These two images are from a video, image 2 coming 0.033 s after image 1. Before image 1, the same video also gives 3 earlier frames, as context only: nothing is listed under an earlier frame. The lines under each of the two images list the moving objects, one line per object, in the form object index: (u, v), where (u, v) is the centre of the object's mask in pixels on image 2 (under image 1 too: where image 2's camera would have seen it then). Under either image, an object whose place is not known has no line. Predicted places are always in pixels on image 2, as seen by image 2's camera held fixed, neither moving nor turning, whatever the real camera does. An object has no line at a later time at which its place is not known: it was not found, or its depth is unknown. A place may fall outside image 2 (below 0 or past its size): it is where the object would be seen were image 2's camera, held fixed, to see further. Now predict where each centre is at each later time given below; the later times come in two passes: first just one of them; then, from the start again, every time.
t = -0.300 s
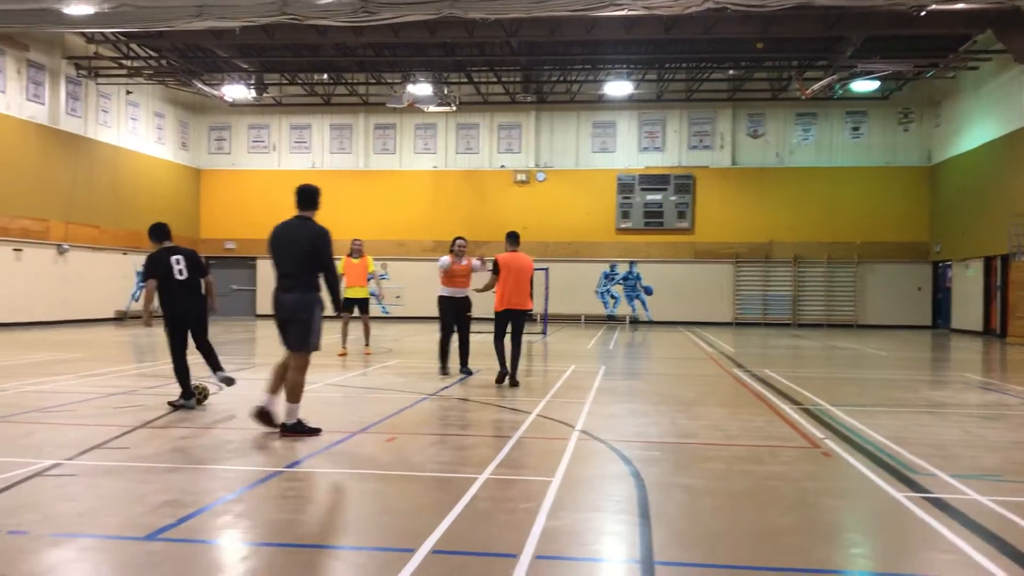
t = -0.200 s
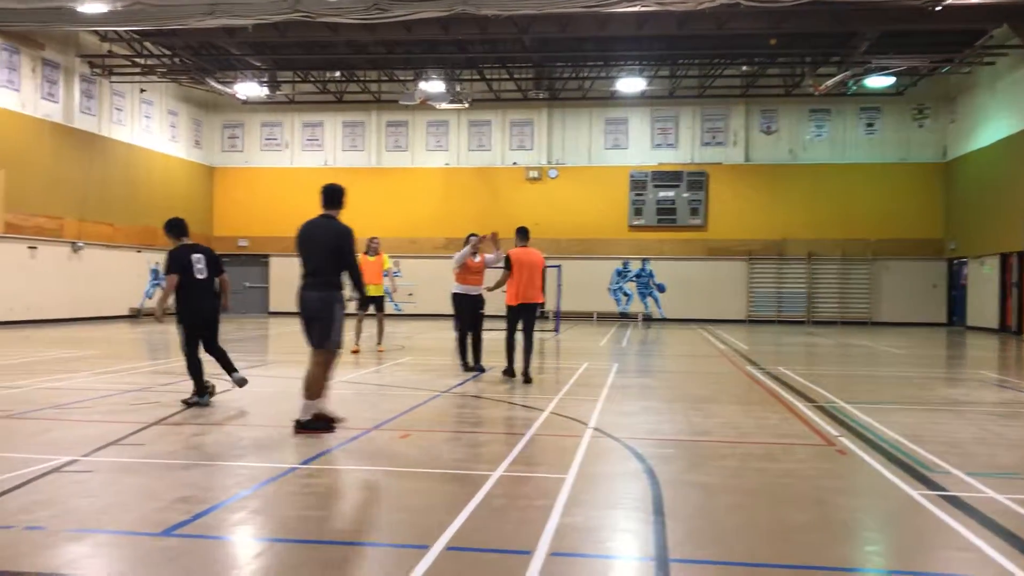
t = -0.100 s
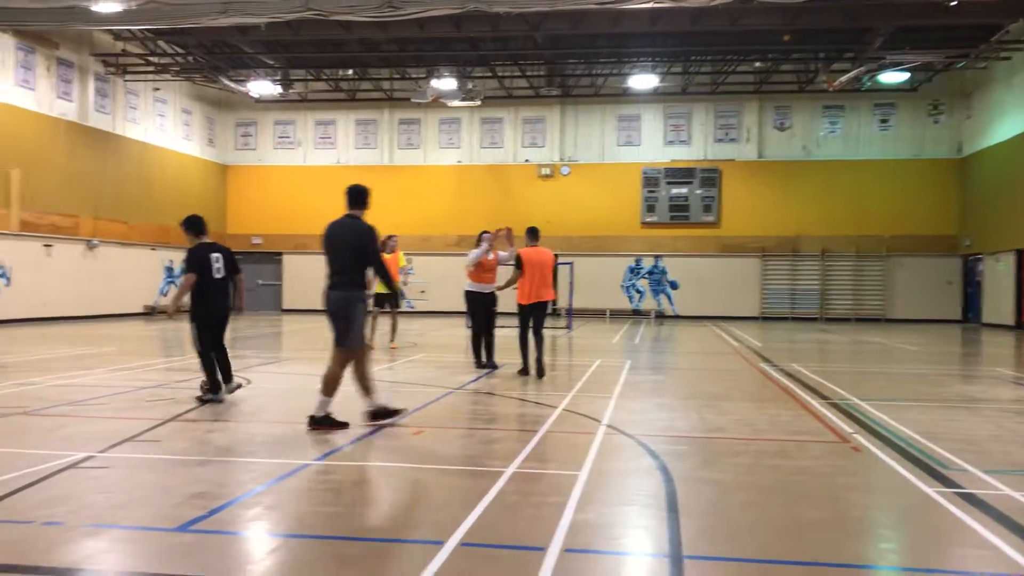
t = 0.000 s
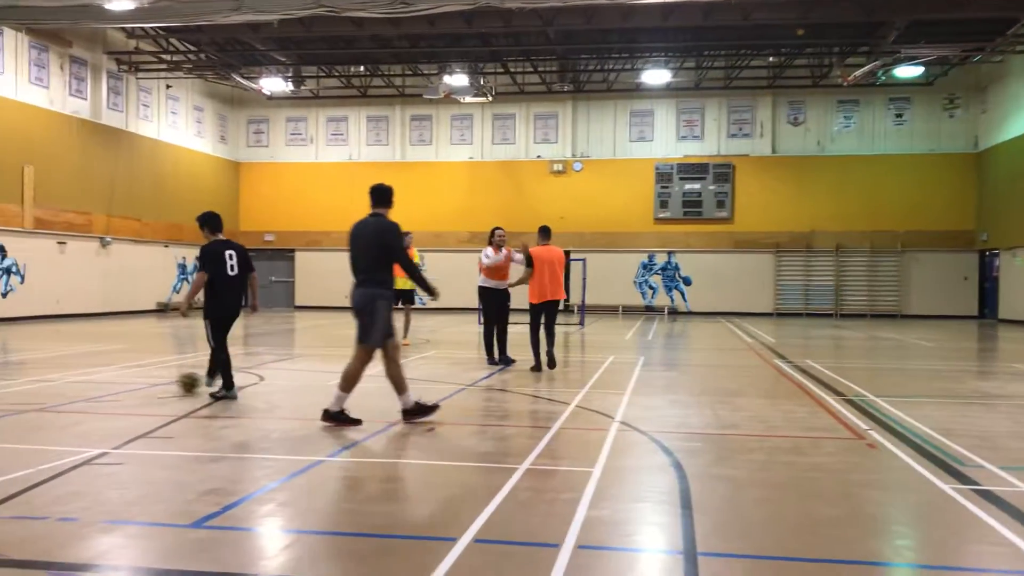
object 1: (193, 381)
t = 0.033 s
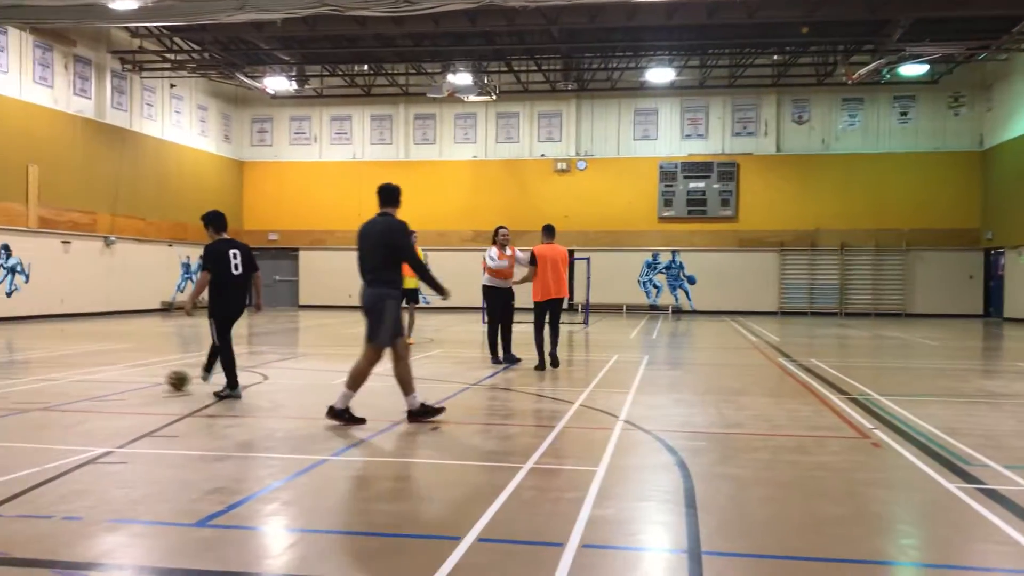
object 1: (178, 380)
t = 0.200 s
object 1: (113, 375)
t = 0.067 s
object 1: (163, 379)
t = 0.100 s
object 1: (150, 378)
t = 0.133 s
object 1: (138, 377)
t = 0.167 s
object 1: (125, 376)
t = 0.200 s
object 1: (113, 375)
